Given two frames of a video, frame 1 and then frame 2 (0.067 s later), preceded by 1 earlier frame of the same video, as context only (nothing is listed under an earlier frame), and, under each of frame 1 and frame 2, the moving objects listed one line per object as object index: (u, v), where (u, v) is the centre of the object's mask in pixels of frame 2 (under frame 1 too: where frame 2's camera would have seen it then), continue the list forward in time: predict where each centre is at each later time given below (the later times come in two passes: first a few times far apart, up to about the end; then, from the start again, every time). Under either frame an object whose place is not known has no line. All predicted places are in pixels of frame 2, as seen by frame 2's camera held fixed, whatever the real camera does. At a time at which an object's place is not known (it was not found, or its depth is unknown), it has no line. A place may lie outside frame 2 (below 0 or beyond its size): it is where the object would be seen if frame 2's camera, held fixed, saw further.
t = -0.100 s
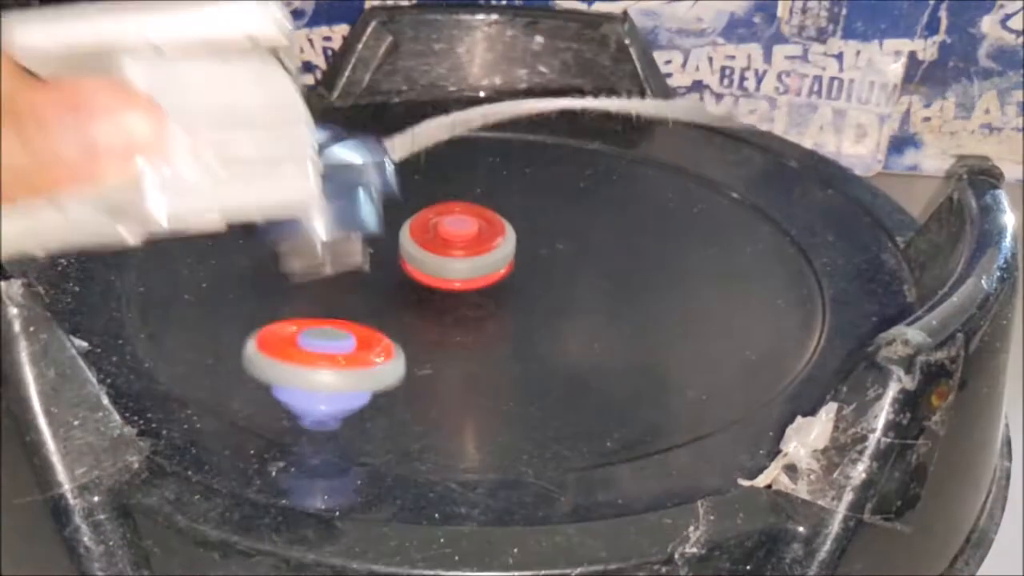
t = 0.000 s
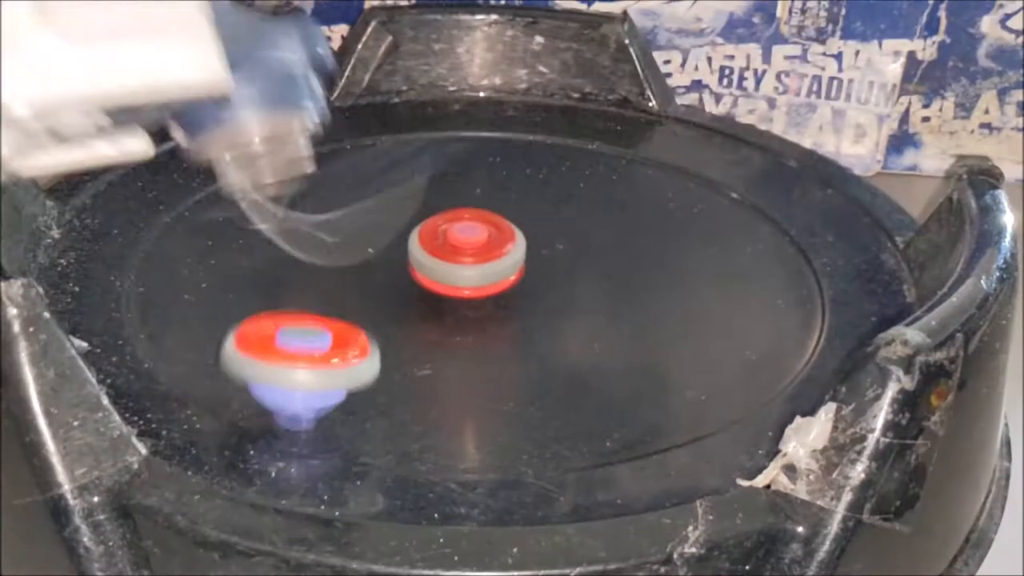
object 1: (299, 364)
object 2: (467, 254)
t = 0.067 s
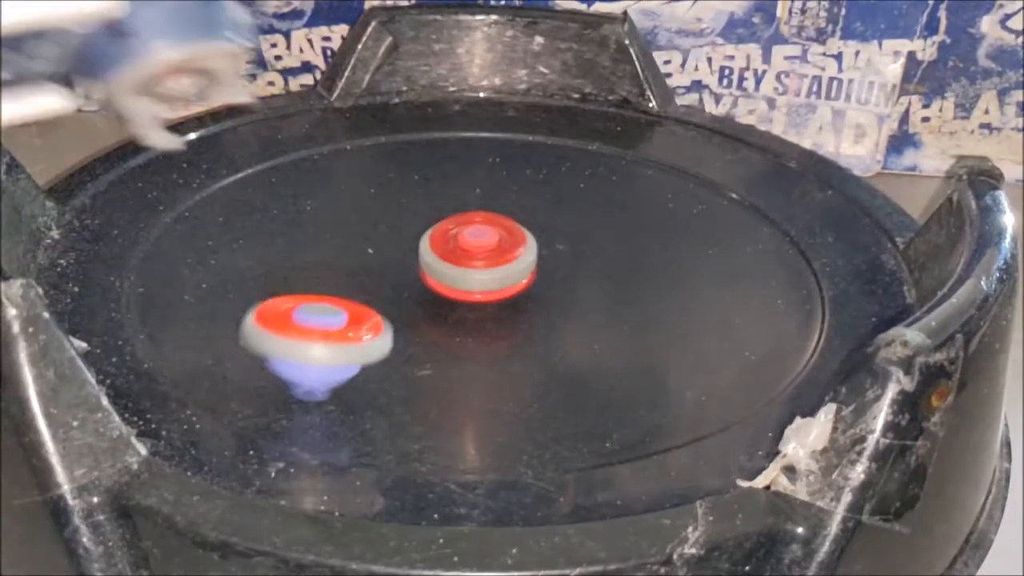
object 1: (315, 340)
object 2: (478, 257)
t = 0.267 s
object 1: (340, 247)
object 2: (564, 234)
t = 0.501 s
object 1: (114, 193)
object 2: (662, 151)
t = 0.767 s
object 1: (331, 257)
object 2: (566, 142)
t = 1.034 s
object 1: (692, 210)
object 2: (455, 204)
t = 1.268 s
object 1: (658, 92)
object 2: (466, 292)
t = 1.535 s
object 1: (301, 166)
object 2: (588, 322)
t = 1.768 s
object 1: (426, 242)
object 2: (647, 293)
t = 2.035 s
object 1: (512, 205)
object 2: (583, 274)
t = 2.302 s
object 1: (567, 145)
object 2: (475, 290)
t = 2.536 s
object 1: (493, 234)
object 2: (412, 313)
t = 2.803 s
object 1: (482, 162)
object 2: (386, 330)
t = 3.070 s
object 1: (443, 197)
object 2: (452, 292)
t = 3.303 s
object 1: (515, 171)
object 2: (499, 308)
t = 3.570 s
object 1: (543, 161)
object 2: (444, 263)
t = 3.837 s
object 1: (523, 177)
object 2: (403, 229)
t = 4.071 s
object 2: (347, 212)
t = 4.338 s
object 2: (434, 244)
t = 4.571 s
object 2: (548, 224)
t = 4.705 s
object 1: (393, 55)
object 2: (613, 207)
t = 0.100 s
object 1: (329, 335)
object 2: (484, 258)
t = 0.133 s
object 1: (344, 318)
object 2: (490, 258)
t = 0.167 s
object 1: (362, 304)
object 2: (494, 257)
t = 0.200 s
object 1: (379, 273)
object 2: (499, 255)
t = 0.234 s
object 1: (391, 266)
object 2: (511, 251)
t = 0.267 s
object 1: (340, 247)
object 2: (564, 234)
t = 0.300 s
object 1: (286, 210)
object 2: (611, 214)
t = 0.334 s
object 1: (233, 202)
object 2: (645, 197)
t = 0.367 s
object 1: (185, 221)
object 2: (667, 182)
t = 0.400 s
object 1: (149, 225)
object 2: (677, 171)
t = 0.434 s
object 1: (131, 206)
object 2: (676, 163)
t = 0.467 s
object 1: (118, 212)
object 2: (671, 156)
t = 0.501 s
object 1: (114, 193)
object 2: (662, 151)
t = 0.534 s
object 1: (116, 176)
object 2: (651, 147)
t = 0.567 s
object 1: (124, 188)
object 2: (640, 144)
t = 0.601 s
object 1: (140, 204)
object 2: (628, 141)
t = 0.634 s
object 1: (172, 163)
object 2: (617, 140)
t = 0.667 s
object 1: (208, 146)
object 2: (604, 138)
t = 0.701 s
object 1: (249, 161)
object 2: (592, 139)
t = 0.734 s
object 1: (291, 201)
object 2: (579, 140)
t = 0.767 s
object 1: (331, 257)
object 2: (566, 142)
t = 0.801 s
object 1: (381, 247)
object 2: (552, 145)
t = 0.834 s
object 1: (430, 254)
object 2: (538, 150)
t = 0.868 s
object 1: (479, 238)
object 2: (522, 155)
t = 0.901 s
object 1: (530, 191)
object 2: (497, 148)
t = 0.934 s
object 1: (578, 166)
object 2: (485, 173)
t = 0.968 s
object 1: (621, 172)
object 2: (478, 181)
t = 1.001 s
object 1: (663, 203)
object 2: (466, 192)
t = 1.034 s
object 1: (692, 210)
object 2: (455, 204)
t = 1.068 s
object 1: (704, 151)
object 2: (446, 217)
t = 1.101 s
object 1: (712, 118)
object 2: (443, 229)
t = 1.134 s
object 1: (717, 115)
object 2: (442, 243)
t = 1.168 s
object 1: (719, 139)
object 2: (443, 256)
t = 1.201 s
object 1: (716, 185)
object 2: (448, 269)
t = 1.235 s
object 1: (698, 178)
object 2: (454, 282)
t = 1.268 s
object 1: (658, 92)
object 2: (466, 292)
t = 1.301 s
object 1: (614, 36)
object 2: (476, 300)
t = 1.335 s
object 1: (567, 18)
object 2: (488, 306)
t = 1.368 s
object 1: (508, 17)
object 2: (501, 312)
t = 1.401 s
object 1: (445, 34)
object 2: (516, 316)
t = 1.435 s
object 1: (386, 87)
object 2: (533, 319)
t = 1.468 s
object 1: (336, 172)
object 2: (551, 322)
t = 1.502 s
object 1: (291, 260)
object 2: (570, 323)
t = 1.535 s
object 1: (301, 166)
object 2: (588, 322)
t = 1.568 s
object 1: (317, 82)
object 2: (602, 321)
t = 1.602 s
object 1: (335, 39)
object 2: (614, 318)
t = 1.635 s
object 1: (355, 29)
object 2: (625, 314)
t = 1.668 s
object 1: (372, 40)
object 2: (634, 309)
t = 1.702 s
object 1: (391, 86)
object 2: (641, 304)
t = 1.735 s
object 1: (408, 155)
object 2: (645, 299)
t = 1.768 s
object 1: (426, 242)
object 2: (647, 293)
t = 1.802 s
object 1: (439, 186)
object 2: (646, 287)
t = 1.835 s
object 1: (452, 123)
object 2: (641, 284)
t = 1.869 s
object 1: (465, 82)
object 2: (635, 279)
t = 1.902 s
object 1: (477, 75)
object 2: (627, 275)
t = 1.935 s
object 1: (484, 81)
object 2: (622, 274)
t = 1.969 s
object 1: (495, 116)
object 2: (610, 272)
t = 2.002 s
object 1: (504, 172)
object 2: (597, 273)
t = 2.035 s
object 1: (512, 205)
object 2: (583, 274)
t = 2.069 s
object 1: (528, 152)
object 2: (568, 273)
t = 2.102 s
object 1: (541, 125)
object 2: (556, 273)
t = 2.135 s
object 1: (552, 123)
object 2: (544, 274)
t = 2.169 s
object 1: (562, 147)
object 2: (530, 277)
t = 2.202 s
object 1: (570, 182)
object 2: (515, 280)
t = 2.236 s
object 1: (570, 149)
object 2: (501, 283)
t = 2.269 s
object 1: (569, 135)
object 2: (487, 286)
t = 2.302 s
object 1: (567, 145)
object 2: (475, 290)
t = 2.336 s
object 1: (563, 181)
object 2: (464, 294)
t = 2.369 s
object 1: (555, 210)
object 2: (454, 299)
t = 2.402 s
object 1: (538, 180)
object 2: (445, 303)
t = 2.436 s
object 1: (520, 177)
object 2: (440, 307)
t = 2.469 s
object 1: (501, 201)
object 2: (435, 312)
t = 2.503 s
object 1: (484, 234)
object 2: (429, 314)
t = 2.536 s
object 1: (493, 234)
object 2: (412, 313)
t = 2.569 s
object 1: (501, 252)
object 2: (391, 339)
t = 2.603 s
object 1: (501, 190)
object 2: (378, 328)
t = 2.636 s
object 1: (500, 146)
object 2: (367, 339)
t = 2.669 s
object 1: (499, 128)
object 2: (361, 338)
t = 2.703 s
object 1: (497, 138)
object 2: (359, 338)
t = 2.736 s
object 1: (495, 174)
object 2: (364, 336)
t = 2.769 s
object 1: (490, 216)
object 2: (374, 334)
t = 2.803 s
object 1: (482, 162)
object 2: (386, 330)
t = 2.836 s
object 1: (471, 124)
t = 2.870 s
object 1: (460, 113)
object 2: (416, 320)
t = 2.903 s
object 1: (449, 129)
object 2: (427, 315)
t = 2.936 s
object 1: (440, 169)
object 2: (435, 310)
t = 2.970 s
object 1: (434, 199)
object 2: (442, 306)
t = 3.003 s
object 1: (436, 188)
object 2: (447, 300)
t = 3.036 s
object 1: (439, 201)
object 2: (449, 293)
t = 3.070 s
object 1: (443, 197)
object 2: (452, 292)
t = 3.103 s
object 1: (447, 209)
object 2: (457, 309)
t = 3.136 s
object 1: (455, 223)
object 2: (465, 312)
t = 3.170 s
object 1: (470, 204)
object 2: (473, 318)
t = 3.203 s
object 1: (485, 207)
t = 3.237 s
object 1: (497, 206)
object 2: (488, 320)
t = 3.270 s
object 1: (506, 175)
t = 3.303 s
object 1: (515, 171)
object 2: (499, 308)
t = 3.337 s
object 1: (522, 191)
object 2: (504, 299)
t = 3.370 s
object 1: (523, 195)
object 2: (506, 290)
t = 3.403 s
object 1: (517, 174)
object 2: (507, 279)
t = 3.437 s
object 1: (511, 178)
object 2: (504, 270)
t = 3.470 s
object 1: (513, 169)
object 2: (493, 260)
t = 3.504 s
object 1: (523, 150)
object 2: (476, 260)
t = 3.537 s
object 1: (533, 157)
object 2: (459, 261)
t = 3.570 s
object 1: (543, 161)
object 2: (444, 263)
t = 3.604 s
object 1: (556, 156)
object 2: (430, 255)
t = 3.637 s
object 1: (561, 138)
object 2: (416, 255)
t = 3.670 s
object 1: (565, 141)
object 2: (406, 250)
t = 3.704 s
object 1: (567, 157)
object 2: (400, 242)
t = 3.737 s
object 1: (560, 146)
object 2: (399, 239)
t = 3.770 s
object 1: (550, 156)
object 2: (401, 236)
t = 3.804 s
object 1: (539, 188)
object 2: (402, 233)
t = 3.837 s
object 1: (523, 177)
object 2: (403, 229)
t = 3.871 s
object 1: (505, 184)
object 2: (404, 225)
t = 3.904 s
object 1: (494, 209)
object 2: (394, 220)
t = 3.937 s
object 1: (499, 243)
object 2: (380, 206)
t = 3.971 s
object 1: (506, 250)
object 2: (365, 209)
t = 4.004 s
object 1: (514, 247)
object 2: (352, 205)
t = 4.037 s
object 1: (523, 270)
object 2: (347, 206)
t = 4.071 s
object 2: (347, 212)
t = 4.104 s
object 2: (352, 216)
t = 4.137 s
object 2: (359, 224)
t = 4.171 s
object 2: (369, 232)
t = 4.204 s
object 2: (381, 237)
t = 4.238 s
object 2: (397, 240)
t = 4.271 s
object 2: (415, 241)
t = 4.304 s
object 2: (424, 242)
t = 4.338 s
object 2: (434, 244)
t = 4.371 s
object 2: (440, 237)
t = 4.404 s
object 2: (478, 224)
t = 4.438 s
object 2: (490, 196)
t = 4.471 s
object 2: (517, 255)
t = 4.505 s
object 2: (527, 237)
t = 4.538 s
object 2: (536, 229)
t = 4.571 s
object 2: (548, 224)
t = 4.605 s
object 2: (566, 215)
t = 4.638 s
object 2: (589, 210)
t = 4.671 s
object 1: (407, 86)
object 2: (605, 209)
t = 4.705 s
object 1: (393, 55)
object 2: (613, 207)
